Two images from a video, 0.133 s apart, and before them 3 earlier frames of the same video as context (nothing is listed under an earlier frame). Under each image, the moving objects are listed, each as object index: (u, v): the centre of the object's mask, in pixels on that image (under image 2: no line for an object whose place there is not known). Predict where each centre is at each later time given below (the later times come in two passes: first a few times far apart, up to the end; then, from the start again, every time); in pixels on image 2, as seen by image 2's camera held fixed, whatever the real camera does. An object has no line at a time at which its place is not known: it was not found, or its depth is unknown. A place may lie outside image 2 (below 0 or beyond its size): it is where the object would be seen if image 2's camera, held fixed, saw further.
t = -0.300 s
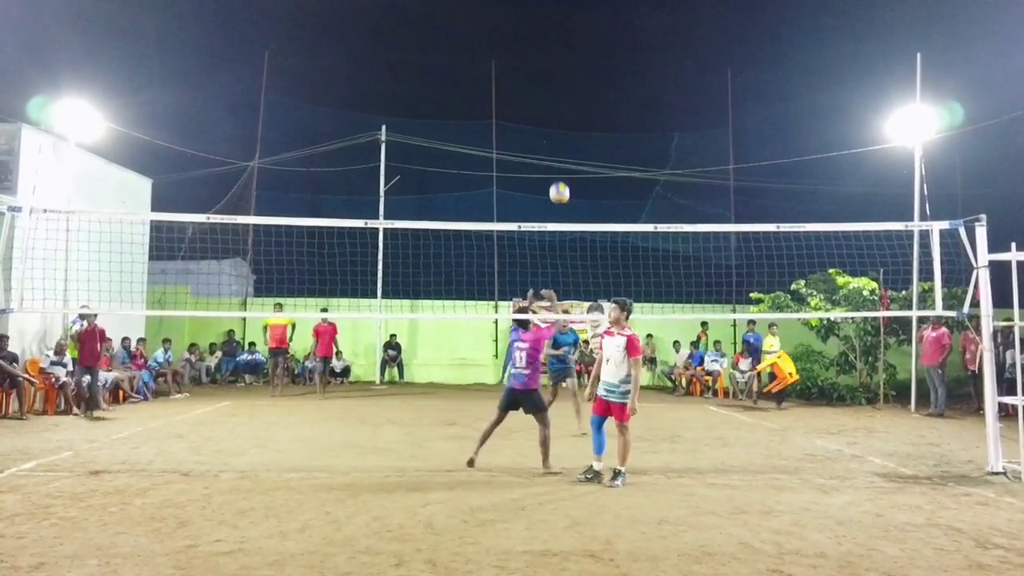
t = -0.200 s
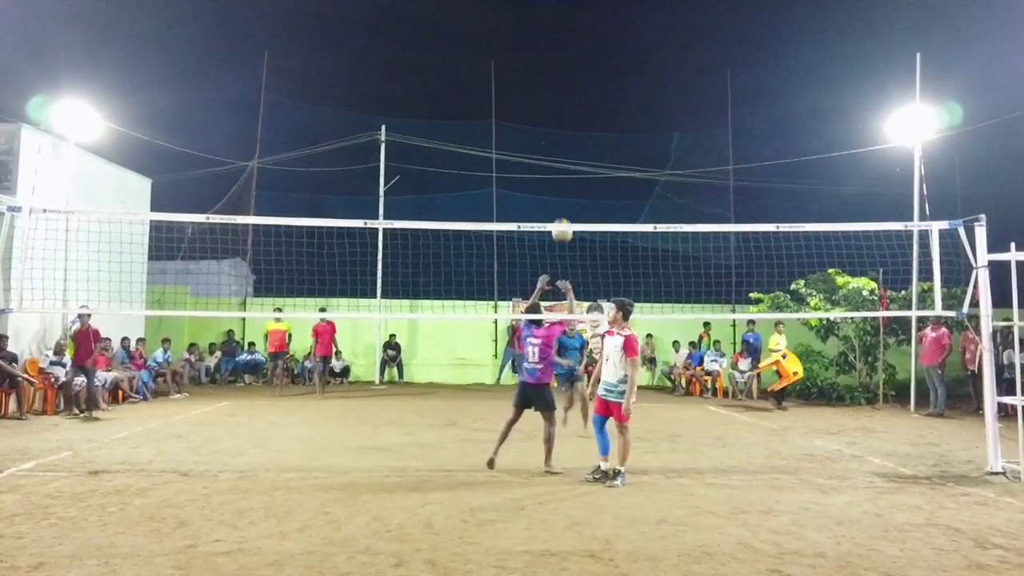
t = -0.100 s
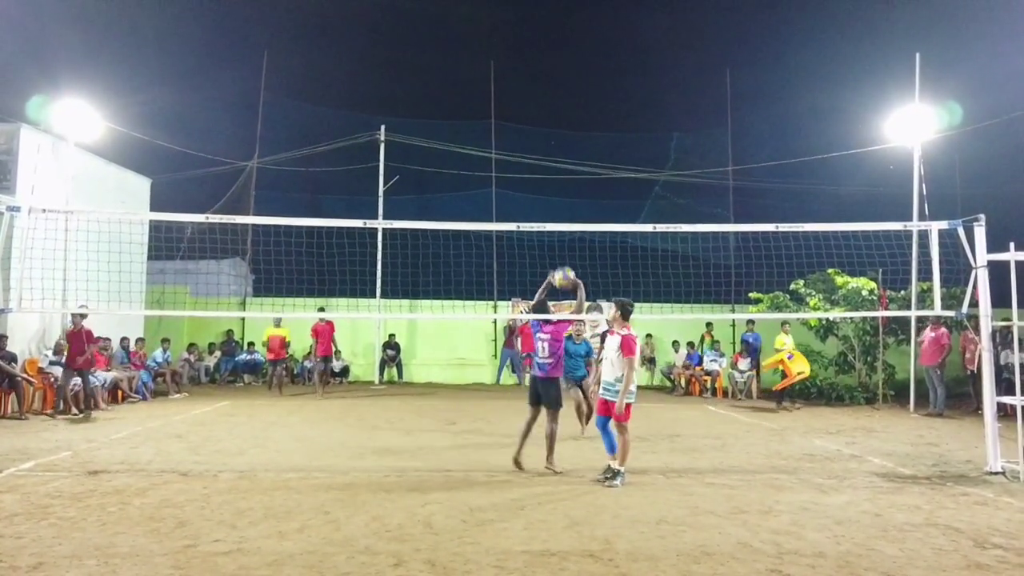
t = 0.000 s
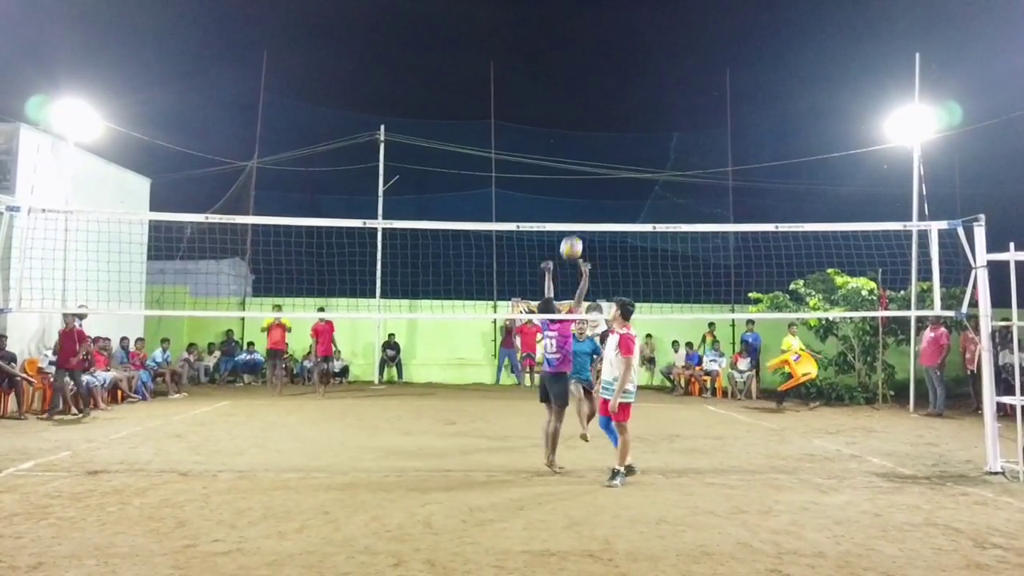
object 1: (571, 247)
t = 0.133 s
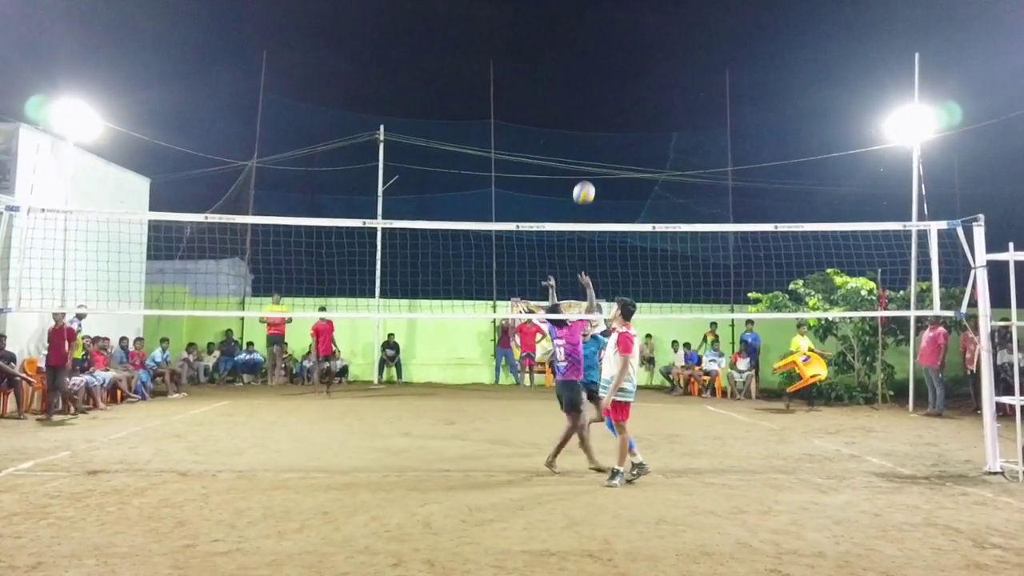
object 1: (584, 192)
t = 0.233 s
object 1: (593, 162)
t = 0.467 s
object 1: (614, 130)
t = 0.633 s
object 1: (629, 137)
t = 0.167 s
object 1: (587, 182)
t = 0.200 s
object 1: (590, 172)
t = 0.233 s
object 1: (593, 162)
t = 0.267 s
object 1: (596, 155)
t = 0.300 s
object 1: (599, 148)
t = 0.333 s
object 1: (602, 143)
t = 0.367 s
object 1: (605, 138)
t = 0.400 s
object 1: (608, 134)
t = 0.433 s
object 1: (611, 132)
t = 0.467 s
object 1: (614, 130)
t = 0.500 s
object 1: (617, 130)
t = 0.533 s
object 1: (620, 130)
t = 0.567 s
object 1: (623, 131)
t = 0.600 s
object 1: (626, 134)
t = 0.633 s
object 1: (629, 137)
